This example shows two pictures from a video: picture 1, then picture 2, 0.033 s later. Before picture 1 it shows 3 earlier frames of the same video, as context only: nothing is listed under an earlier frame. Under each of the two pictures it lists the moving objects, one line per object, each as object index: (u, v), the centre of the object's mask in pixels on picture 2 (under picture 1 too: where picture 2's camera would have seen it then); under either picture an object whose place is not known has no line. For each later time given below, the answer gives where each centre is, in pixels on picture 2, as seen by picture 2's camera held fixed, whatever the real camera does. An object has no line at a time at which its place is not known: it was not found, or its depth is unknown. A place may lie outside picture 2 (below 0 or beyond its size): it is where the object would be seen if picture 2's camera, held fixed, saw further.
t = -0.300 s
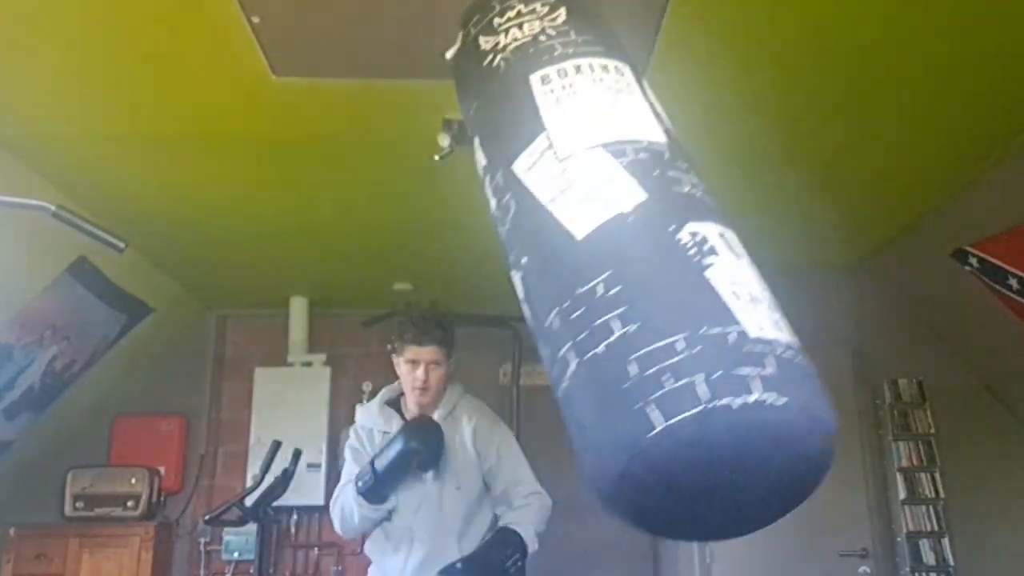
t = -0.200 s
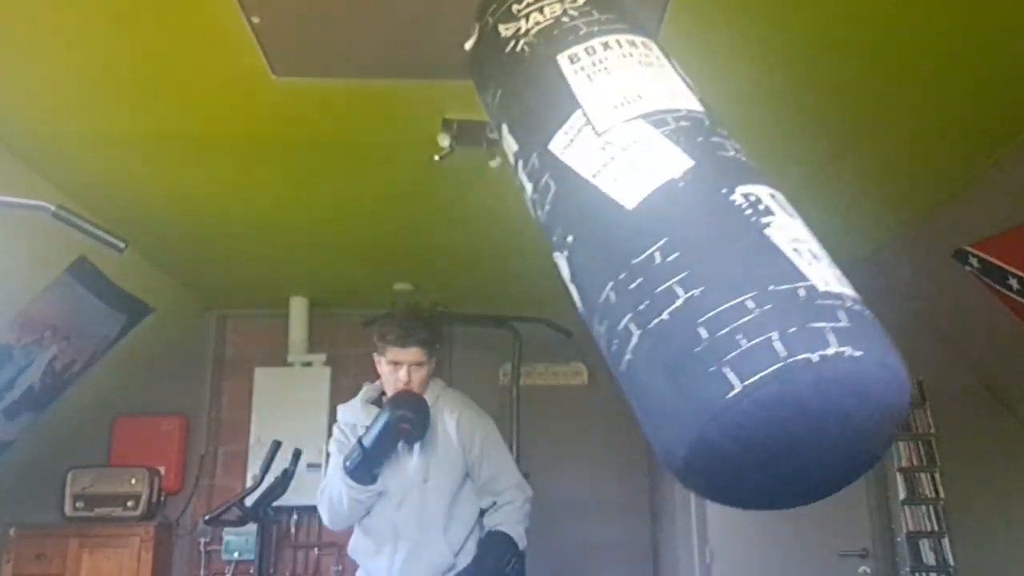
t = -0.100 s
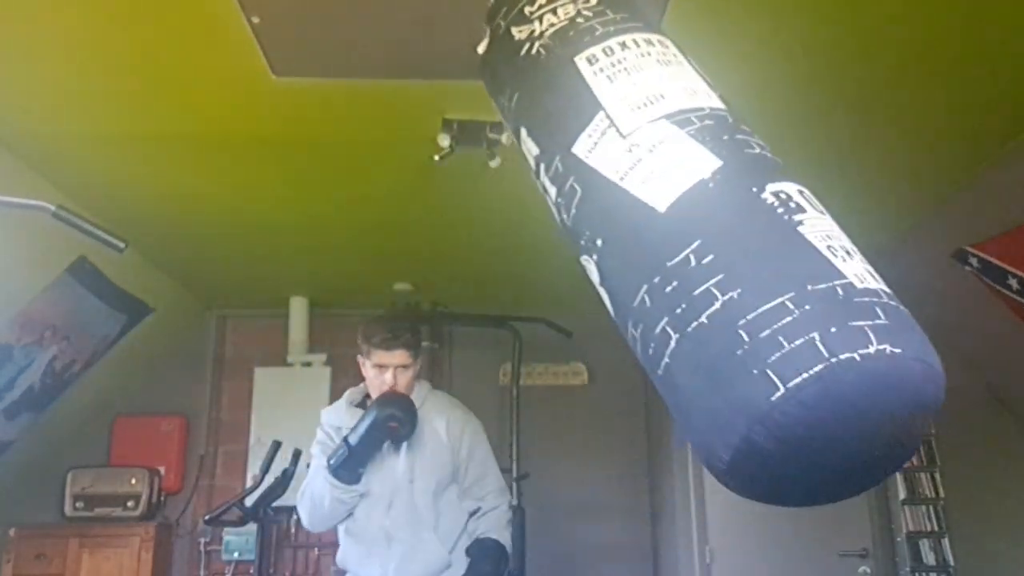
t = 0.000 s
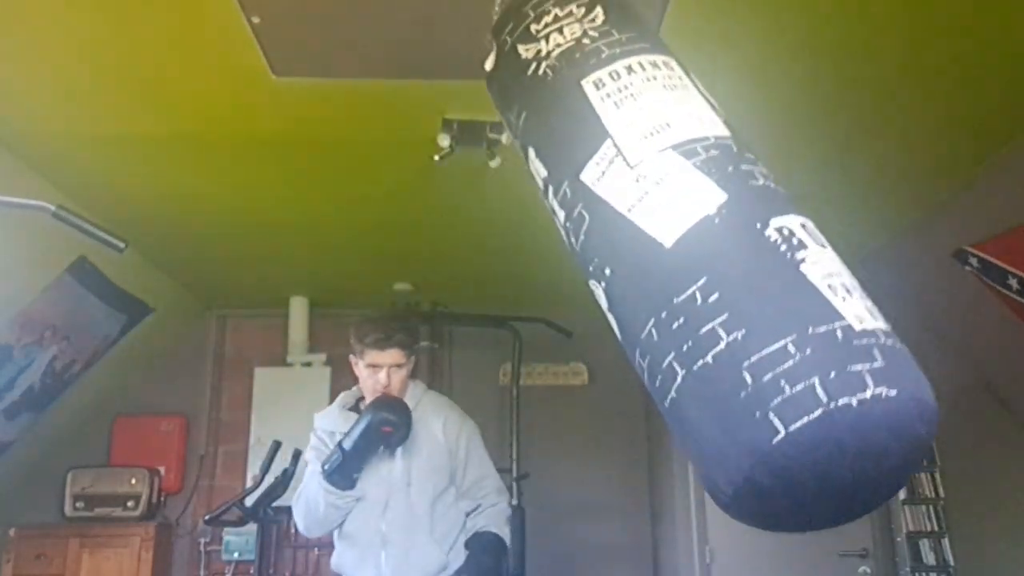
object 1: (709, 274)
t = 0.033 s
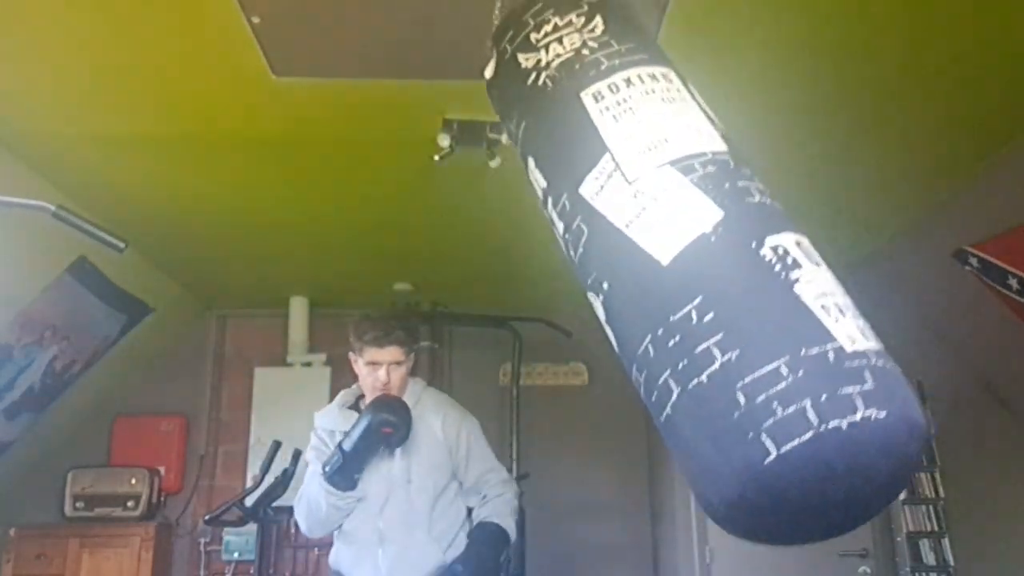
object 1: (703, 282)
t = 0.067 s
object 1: (694, 292)
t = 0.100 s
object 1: (682, 303)
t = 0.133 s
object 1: (669, 313)
